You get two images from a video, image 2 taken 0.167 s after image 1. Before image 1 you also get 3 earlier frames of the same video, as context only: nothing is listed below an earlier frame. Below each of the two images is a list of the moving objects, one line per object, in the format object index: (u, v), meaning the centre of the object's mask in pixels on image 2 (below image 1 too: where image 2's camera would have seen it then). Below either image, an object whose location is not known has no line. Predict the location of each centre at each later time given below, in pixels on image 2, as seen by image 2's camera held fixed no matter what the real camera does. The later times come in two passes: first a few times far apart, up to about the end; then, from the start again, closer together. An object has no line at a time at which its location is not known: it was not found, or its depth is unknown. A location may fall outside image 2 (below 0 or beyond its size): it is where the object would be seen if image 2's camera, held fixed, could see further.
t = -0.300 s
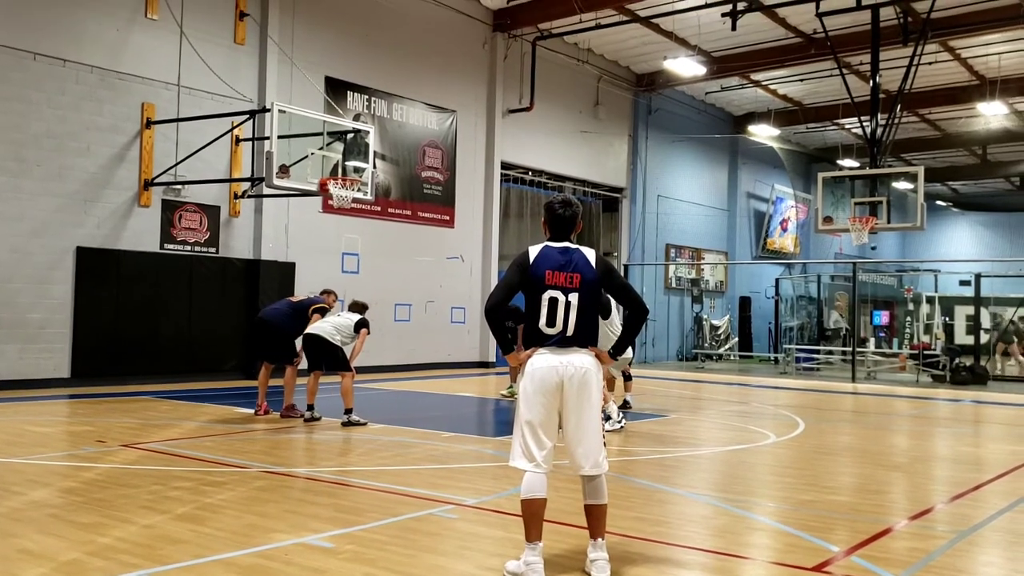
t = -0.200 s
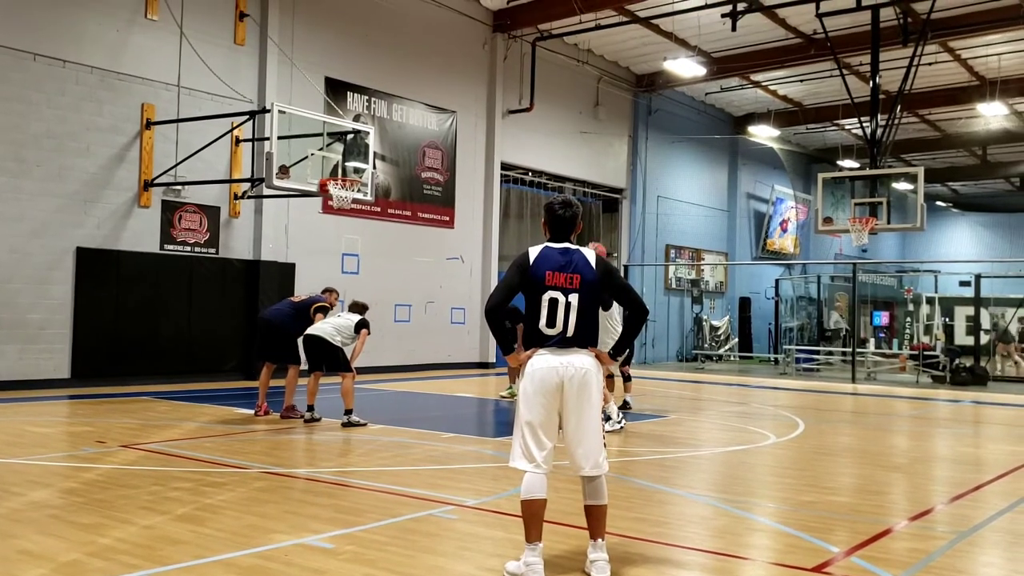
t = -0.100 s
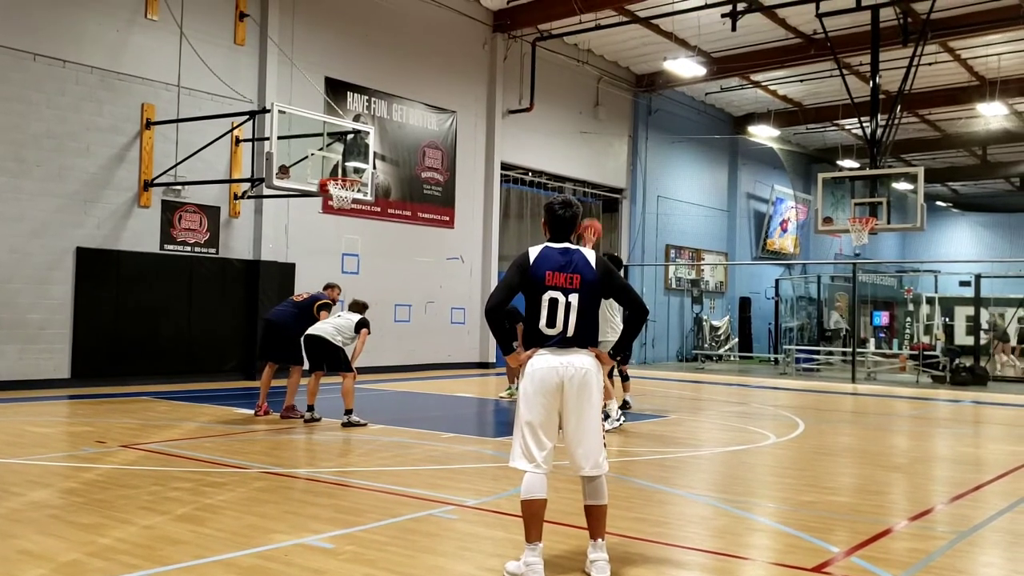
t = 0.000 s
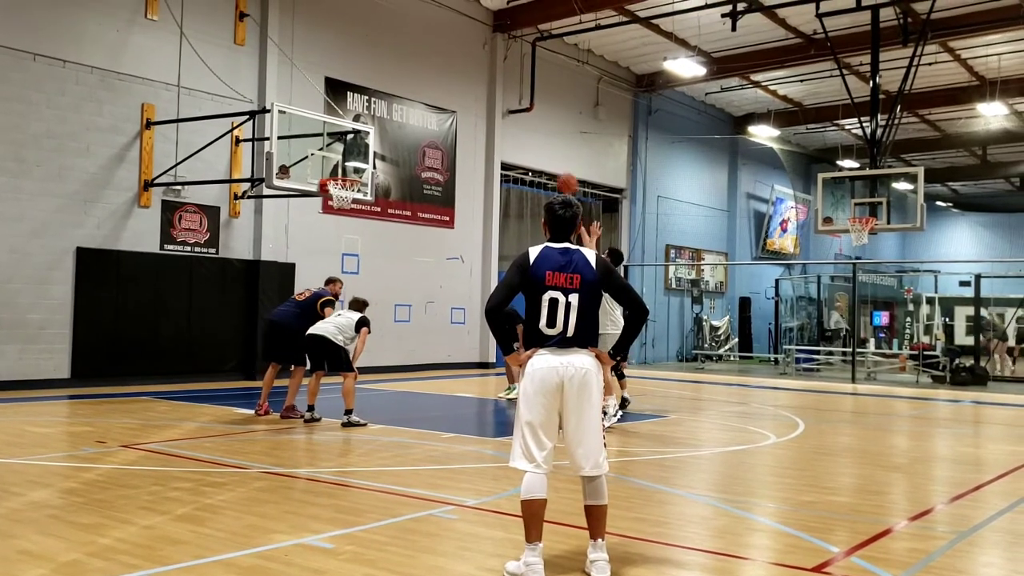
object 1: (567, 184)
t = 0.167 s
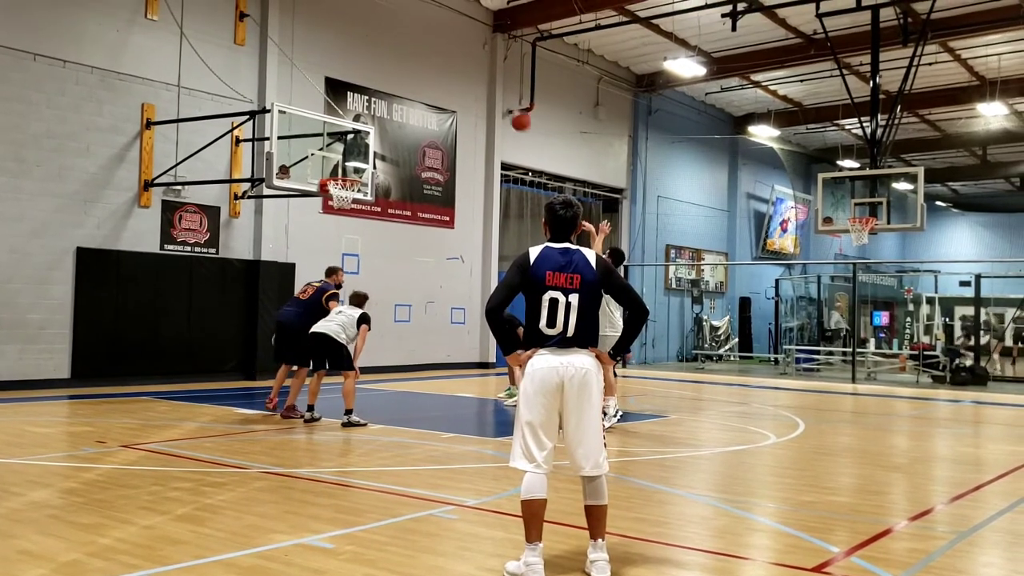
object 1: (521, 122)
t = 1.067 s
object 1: (336, 172)
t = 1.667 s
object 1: (332, 223)
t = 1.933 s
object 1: (320, 290)
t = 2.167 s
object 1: (308, 388)
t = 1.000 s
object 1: (334, 155)
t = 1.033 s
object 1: (331, 166)
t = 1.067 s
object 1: (336, 172)
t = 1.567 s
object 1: (336, 211)
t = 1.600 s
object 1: (335, 214)
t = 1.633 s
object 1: (333, 218)
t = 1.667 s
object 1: (332, 223)
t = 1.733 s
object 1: (329, 236)
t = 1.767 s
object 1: (328, 243)
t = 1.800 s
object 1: (326, 251)
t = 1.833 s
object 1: (325, 260)
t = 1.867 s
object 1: (324, 269)
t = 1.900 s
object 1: (322, 279)
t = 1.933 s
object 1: (320, 290)
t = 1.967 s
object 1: (318, 302)
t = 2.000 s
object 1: (317, 315)
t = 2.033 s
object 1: (315, 327)
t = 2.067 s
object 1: (314, 341)
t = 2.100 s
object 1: (312, 356)
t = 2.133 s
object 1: (311, 371)
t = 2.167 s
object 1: (308, 388)
